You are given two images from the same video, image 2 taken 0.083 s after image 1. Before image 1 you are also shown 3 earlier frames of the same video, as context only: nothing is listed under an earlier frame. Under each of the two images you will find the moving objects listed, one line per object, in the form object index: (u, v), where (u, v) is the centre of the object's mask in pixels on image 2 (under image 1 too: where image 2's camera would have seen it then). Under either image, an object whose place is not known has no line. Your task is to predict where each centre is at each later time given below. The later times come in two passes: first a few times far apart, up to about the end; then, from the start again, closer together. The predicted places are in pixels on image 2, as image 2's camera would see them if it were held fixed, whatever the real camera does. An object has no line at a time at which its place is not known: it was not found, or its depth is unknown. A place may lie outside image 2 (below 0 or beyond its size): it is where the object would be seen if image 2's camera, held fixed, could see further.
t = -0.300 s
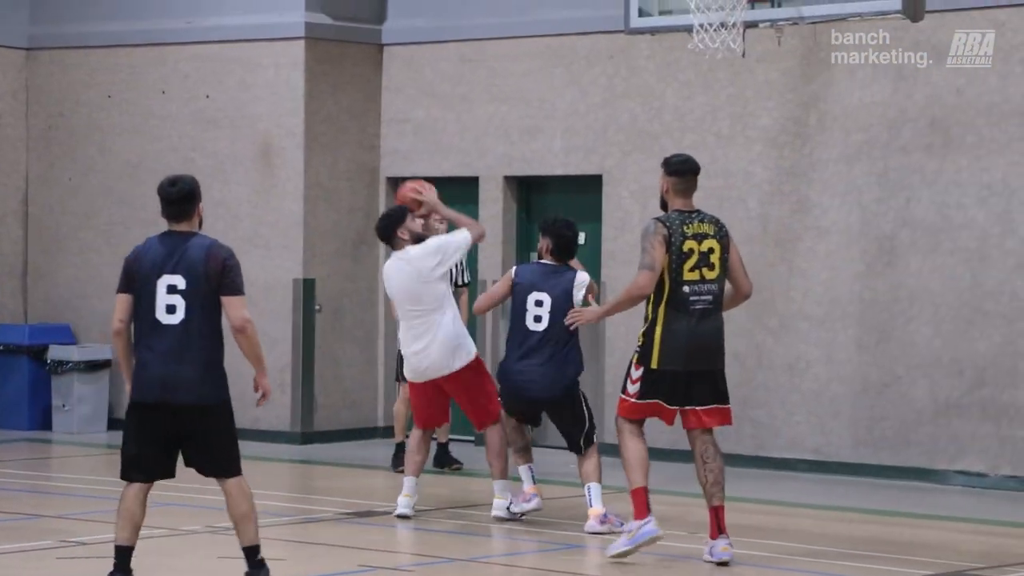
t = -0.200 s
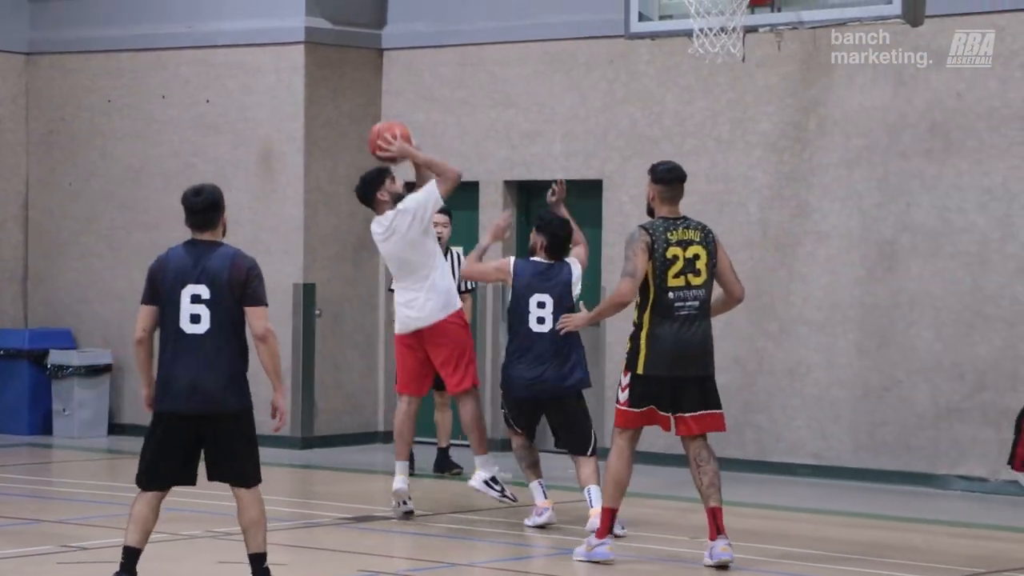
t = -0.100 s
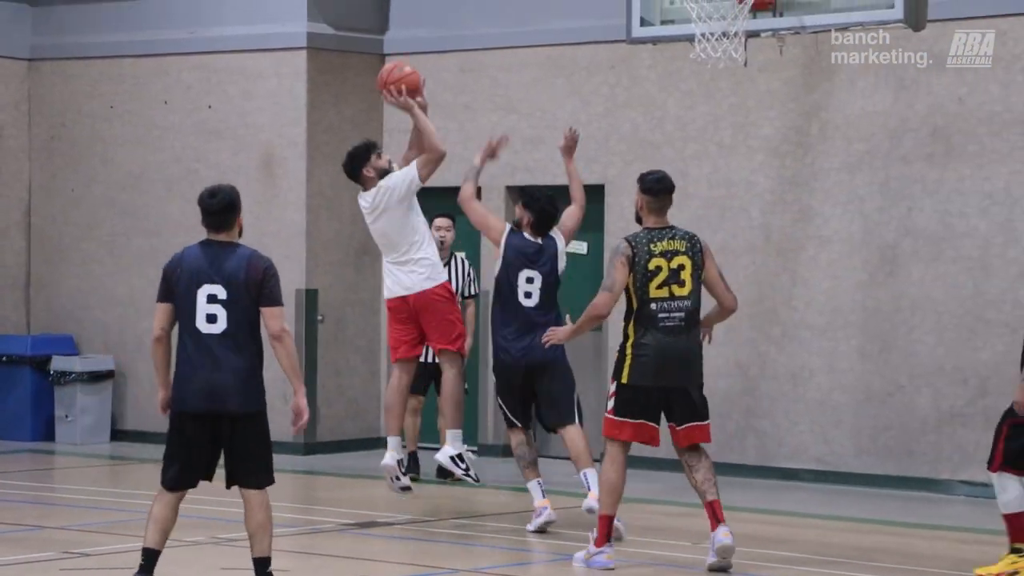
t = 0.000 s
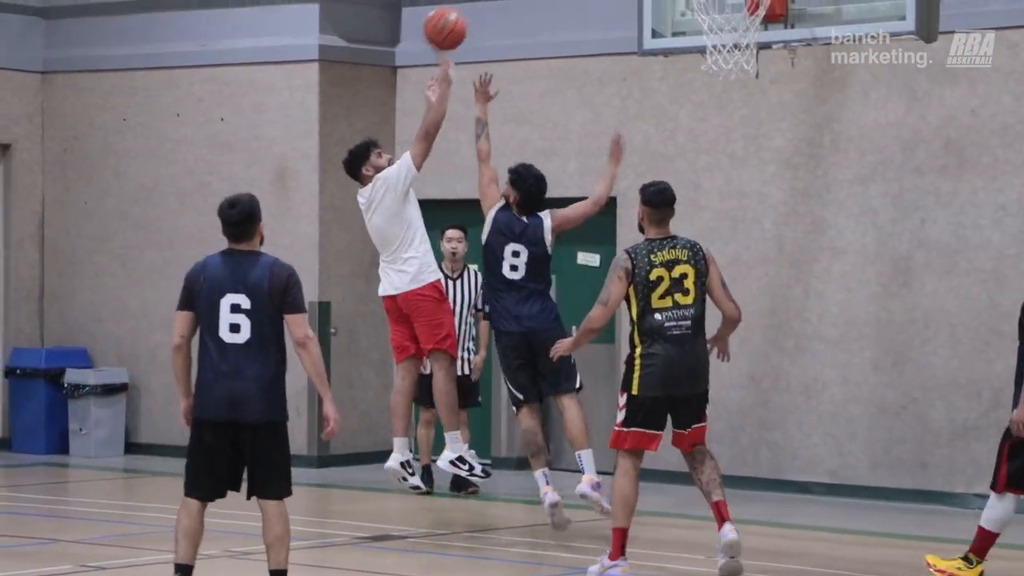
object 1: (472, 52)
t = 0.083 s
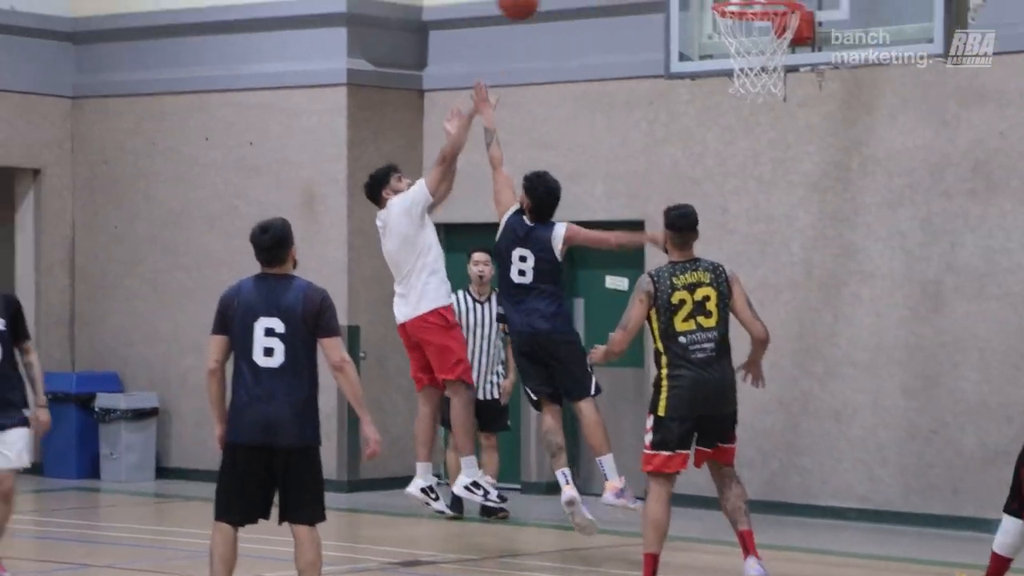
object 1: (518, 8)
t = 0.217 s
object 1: (593, -59)
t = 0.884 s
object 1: (778, -11)
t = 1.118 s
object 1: (748, -14)
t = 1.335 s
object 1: (749, 21)
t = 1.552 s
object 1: (777, 100)
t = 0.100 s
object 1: (528, 0)
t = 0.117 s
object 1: (537, -8)
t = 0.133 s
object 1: (546, -16)
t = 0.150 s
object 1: (555, -25)
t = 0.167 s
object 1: (565, -34)
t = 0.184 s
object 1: (574, -42)
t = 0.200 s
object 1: (584, -51)
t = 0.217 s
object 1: (593, -59)
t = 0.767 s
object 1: (745, -14)
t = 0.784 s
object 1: (751, -15)
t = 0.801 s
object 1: (757, -14)
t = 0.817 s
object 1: (763, -14)
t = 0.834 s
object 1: (768, -13)
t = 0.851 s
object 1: (775, -12)
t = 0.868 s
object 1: (780, -11)
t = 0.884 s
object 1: (778, -11)
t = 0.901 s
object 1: (775, -13)
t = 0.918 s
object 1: (772, -14)
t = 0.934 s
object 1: (769, -15)
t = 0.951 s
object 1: (767, -15)
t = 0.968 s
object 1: (764, -16)
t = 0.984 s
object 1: (761, -16)
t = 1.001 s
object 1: (758, -15)
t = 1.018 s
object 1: (756, -15)
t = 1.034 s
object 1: (753, -13)
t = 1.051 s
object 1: (750, -12)
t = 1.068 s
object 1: (749, -12)
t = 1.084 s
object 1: (748, -12)
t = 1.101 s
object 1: (748, -13)
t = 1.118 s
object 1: (748, -14)
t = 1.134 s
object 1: (747, -14)
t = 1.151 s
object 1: (747, -14)
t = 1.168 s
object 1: (746, -14)
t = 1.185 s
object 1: (746, -14)
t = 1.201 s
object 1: (746, -13)
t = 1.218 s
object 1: (745, -12)
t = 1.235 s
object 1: (745, -11)
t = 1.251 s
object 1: (744, -9)
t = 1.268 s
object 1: (743, 3)
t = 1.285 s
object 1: (743, 8)
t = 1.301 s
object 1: (746, 11)
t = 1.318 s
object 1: (748, 15)
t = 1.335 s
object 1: (749, 21)
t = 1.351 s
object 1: (752, 25)
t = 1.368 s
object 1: (755, 28)
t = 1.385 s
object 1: (758, 32)
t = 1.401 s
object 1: (761, 38)
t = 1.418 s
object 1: (763, 45)
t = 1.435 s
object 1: (765, 52)
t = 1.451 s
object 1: (767, 58)
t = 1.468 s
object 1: (769, 64)
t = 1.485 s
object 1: (771, 70)
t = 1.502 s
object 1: (772, 79)
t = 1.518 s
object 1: (774, 84)
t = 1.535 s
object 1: (775, 92)
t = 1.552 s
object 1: (777, 100)
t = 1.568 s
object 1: (779, 108)
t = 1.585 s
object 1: (780, 118)
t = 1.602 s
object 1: (782, 127)
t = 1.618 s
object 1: (783, 131)
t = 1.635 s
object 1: (791, 136)
